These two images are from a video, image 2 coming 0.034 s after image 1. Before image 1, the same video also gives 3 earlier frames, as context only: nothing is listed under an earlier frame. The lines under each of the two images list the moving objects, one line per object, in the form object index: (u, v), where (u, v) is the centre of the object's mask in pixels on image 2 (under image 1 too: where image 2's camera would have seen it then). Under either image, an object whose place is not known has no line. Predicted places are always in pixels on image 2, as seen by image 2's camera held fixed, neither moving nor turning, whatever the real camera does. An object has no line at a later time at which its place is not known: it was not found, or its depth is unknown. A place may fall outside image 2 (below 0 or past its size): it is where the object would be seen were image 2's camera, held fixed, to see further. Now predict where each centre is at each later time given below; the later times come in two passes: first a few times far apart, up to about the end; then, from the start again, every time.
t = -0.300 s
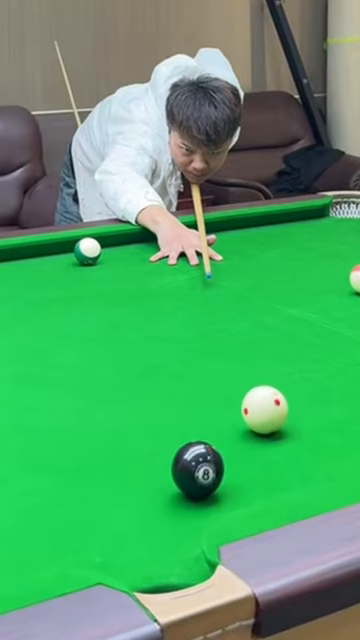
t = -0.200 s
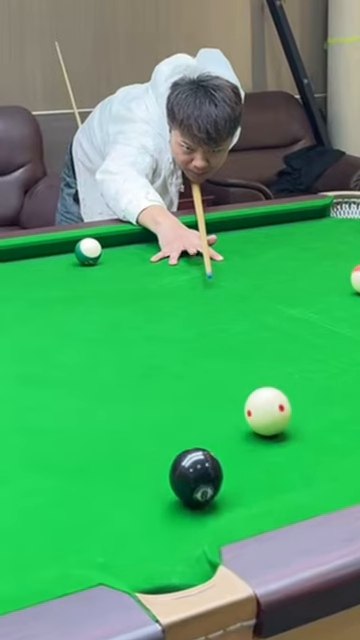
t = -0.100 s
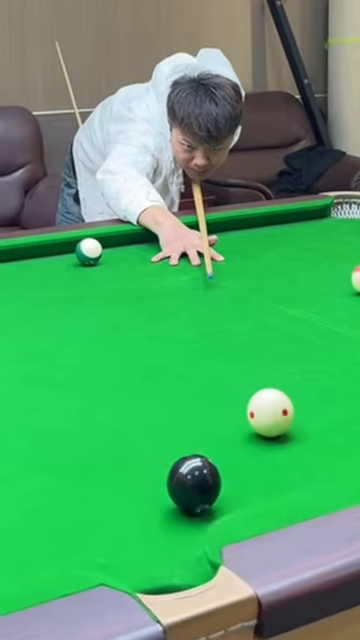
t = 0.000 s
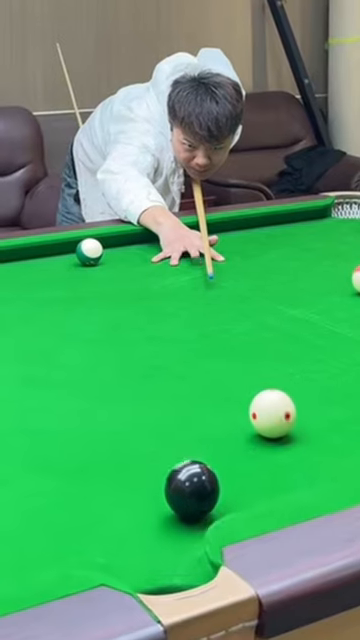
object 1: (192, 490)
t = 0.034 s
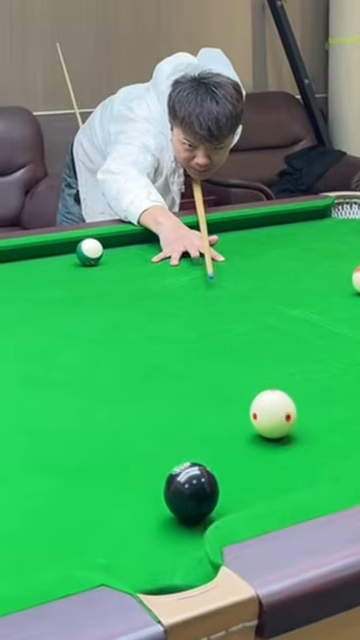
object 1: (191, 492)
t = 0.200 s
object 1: (187, 503)
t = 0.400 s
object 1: (181, 514)
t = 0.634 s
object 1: (176, 526)
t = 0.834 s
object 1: (170, 534)
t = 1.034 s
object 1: (165, 541)
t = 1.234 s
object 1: (161, 546)
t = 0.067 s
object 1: (190, 494)
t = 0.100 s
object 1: (189, 497)
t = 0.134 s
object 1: (189, 499)
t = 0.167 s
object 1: (188, 501)
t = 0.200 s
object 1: (187, 503)
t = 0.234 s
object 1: (186, 505)
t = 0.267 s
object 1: (185, 507)
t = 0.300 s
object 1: (184, 508)
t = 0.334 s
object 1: (183, 511)
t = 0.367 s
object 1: (182, 512)
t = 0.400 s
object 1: (181, 514)
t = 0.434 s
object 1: (181, 516)
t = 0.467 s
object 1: (180, 518)
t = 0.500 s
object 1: (179, 519)
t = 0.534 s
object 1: (178, 521)
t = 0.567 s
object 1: (177, 522)
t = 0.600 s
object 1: (176, 524)
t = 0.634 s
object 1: (176, 526)
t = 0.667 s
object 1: (175, 527)
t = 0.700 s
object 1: (174, 529)
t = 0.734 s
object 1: (173, 530)
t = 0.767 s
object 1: (172, 531)
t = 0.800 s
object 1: (171, 533)
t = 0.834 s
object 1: (170, 534)
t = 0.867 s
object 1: (169, 535)
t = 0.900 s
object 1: (168, 536)
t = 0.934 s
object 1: (168, 537)
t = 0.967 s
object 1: (167, 538)
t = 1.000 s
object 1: (166, 539)
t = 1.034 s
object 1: (165, 541)
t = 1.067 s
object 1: (164, 542)
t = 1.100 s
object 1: (163, 542)
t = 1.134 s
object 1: (163, 543)
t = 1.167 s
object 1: (162, 544)
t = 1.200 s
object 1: (161, 545)
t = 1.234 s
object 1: (161, 546)
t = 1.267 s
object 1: (160, 546)
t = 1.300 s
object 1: (160, 547)
